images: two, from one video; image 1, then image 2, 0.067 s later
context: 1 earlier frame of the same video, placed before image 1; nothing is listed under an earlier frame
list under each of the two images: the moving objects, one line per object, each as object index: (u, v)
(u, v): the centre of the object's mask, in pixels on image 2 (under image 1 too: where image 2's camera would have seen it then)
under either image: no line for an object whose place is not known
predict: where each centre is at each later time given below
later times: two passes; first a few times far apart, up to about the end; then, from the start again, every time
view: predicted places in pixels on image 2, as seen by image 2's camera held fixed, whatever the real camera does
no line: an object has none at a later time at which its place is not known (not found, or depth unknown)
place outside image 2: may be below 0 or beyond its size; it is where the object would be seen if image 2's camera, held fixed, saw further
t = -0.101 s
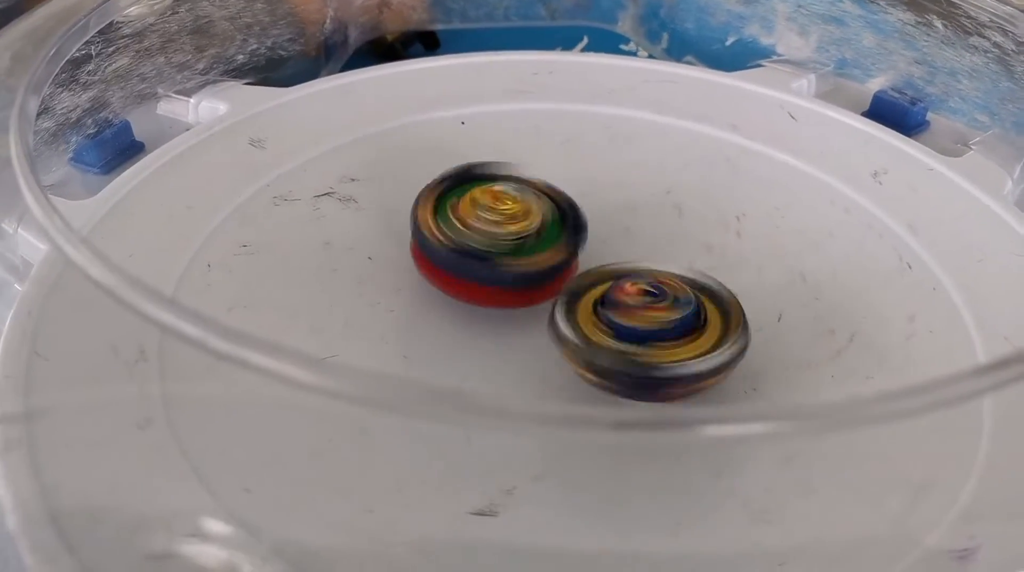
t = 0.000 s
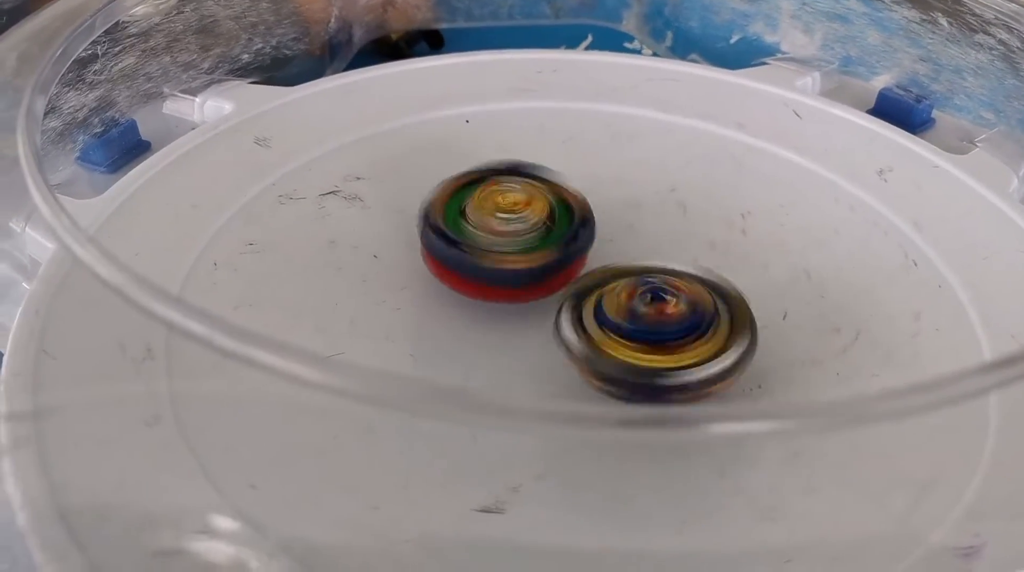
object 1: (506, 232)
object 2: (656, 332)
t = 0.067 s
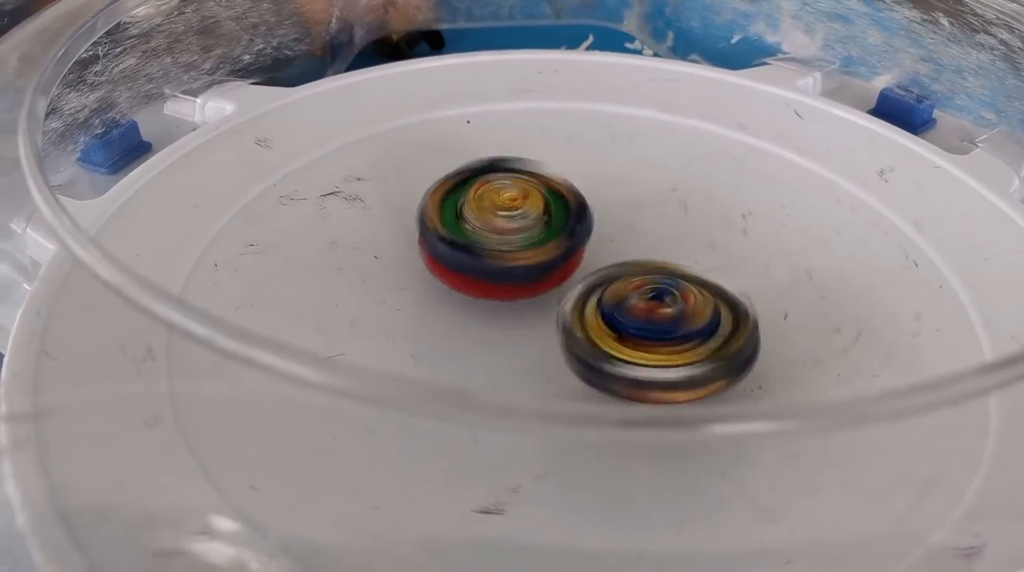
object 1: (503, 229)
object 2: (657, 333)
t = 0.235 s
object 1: (516, 233)
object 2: (650, 328)
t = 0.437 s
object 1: (516, 232)
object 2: (645, 330)
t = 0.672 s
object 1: (515, 233)
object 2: (641, 334)
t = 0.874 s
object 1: (501, 232)
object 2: (651, 340)
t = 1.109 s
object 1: (501, 241)
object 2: (637, 340)
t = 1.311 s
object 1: (496, 238)
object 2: (648, 344)
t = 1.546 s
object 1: (505, 247)
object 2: (642, 338)
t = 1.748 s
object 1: (501, 246)
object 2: (662, 333)
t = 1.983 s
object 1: (506, 249)
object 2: (668, 330)
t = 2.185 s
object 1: (503, 250)
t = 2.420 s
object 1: (485, 248)
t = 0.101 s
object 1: (506, 229)
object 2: (657, 331)
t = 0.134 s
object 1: (507, 230)
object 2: (656, 331)
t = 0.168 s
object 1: (511, 231)
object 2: (652, 330)
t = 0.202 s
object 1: (512, 232)
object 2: (652, 327)
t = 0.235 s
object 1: (516, 233)
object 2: (650, 328)
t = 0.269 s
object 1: (514, 233)
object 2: (648, 329)
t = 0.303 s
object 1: (517, 233)
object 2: (648, 327)
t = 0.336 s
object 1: (514, 231)
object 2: (649, 329)
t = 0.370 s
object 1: (515, 230)
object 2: (649, 330)
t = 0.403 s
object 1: (513, 231)
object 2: (649, 330)
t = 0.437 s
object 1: (516, 232)
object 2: (645, 330)
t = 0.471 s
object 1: (517, 232)
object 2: (648, 330)
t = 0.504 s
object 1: (514, 231)
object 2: (650, 335)
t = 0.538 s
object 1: (514, 231)
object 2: (650, 335)
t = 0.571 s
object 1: (514, 231)
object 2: (648, 335)
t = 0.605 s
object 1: (514, 232)
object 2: (646, 335)
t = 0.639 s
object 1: (513, 233)
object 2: (644, 334)
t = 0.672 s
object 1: (515, 233)
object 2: (641, 334)
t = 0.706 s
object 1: (513, 234)
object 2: (641, 332)
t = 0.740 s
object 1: (511, 234)
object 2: (639, 334)
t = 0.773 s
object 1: (509, 234)
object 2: (637, 332)
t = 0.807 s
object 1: (508, 234)
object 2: (640, 335)
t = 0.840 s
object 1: (502, 232)
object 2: (648, 336)
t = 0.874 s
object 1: (501, 232)
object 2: (651, 340)
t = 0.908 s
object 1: (498, 231)
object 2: (649, 340)
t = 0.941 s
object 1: (498, 233)
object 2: (651, 341)
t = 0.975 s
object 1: (497, 233)
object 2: (648, 342)
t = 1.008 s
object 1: (498, 236)
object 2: (647, 342)
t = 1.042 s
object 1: (499, 236)
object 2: (644, 342)
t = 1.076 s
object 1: (500, 240)
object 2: (642, 341)
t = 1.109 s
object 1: (501, 241)
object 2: (637, 340)
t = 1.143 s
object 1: (501, 243)
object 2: (637, 340)
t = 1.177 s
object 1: (496, 238)
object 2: (646, 345)
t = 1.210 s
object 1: (492, 238)
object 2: (654, 345)
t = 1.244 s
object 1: (495, 236)
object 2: (650, 346)
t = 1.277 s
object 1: (493, 237)
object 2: (653, 345)
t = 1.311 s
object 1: (496, 238)
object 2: (648, 344)
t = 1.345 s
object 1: (495, 240)
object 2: (650, 344)
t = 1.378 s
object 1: (500, 242)
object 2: (645, 341)
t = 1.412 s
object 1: (500, 245)
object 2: (644, 342)
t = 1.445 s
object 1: (503, 246)
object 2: (639, 338)
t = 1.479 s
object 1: (503, 246)
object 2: (642, 339)
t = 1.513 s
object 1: (503, 245)
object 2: (641, 337)
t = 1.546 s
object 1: (505, 247)
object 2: (642, 338)
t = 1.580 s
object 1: (501, 246)
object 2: (648, 337)
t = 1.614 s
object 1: (502, 246)
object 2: (648, 338)
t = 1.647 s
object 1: (503, 247)
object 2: (651, 336)
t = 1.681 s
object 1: (504, 247)
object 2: (650, 334)
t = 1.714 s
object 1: (504, 246)
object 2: (653, 333)
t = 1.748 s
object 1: (501, 246)
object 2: (662, 333)
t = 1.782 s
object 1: (503, 247)
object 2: (663, 336)
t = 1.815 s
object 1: (504, 246)
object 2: (665, 334)
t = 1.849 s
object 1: (503, 247)
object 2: (665, 335)
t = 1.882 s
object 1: (505, 247)
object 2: (666, 333)
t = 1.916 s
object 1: (505, 249)
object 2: (666, 332)
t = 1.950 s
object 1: (507, 248)
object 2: (663, 331)
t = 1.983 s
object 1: (506, 249)
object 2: (668, 330)
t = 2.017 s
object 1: (503, 248)
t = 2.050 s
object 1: (504, 248)
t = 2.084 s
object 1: (505, 249)
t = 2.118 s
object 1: (504, 249)
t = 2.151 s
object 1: (503, 251)
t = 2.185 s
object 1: (503, 250)
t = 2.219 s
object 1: (492, 246)
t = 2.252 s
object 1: (489, 244)
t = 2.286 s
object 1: (484, 244)
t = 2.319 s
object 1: (483, 244)
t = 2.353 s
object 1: (482, 246)
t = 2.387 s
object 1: (484, 248)
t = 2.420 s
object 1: (485, 248)
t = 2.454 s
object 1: (486, 251)
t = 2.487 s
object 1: (491, 254)
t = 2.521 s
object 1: (492, 256)
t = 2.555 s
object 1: (497, 259)
